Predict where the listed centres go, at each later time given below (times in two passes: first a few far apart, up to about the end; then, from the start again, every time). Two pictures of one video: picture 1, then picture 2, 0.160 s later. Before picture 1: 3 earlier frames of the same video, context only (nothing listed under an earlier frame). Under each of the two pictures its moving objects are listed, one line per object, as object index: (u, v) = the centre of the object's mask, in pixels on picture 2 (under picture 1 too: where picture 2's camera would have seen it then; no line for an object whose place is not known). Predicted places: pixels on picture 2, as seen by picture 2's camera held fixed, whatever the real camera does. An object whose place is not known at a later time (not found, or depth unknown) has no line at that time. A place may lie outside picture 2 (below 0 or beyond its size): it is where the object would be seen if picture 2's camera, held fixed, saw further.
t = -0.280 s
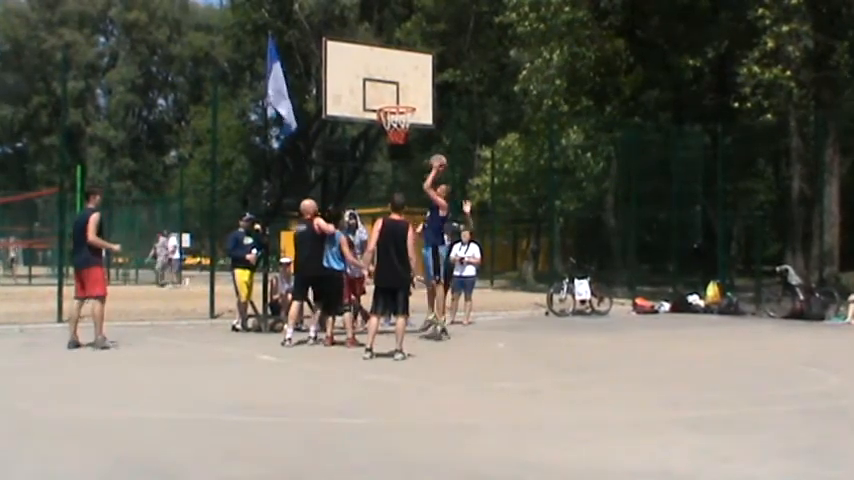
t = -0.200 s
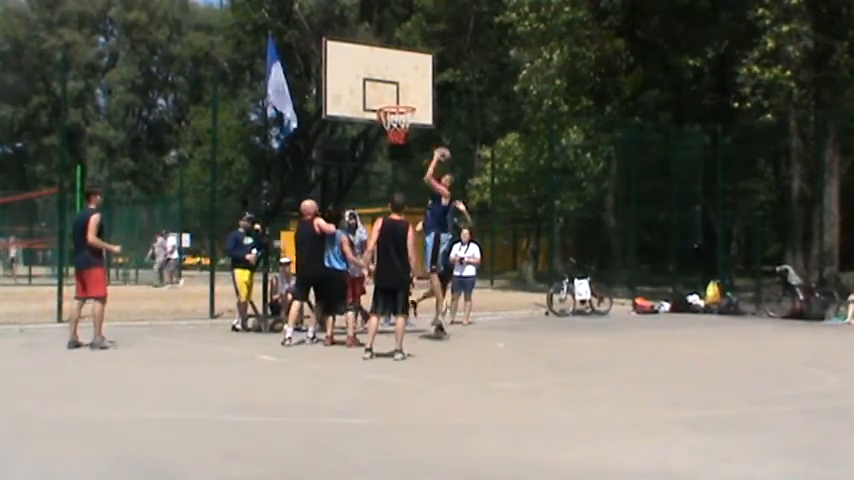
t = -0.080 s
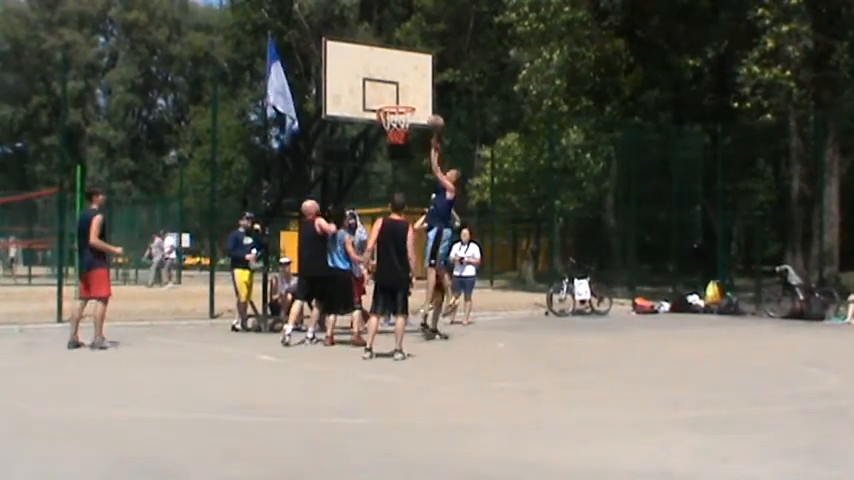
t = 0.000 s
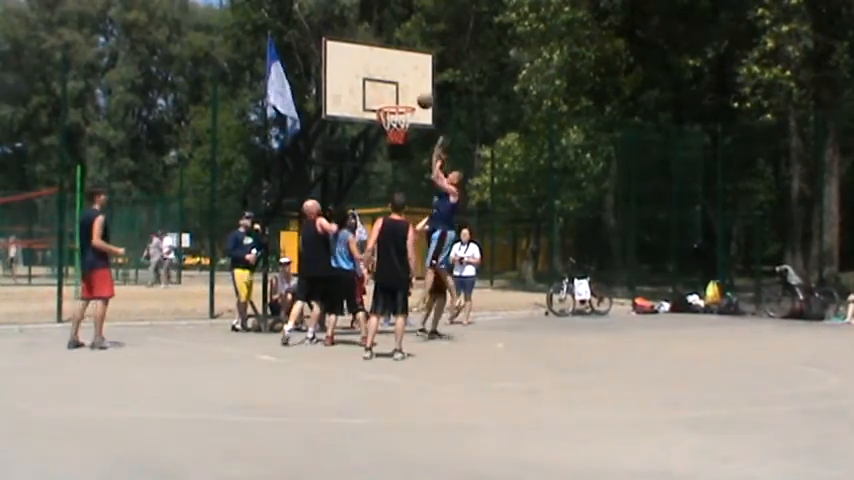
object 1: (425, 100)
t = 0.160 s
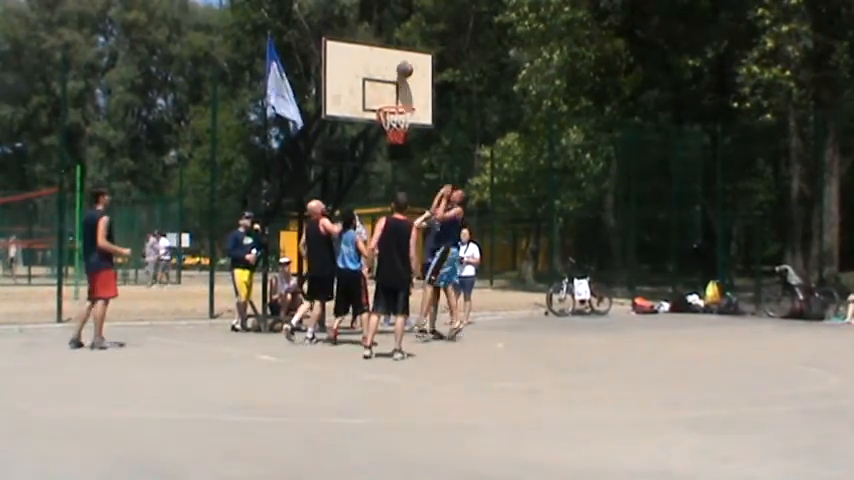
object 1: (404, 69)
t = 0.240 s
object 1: (398, 62)
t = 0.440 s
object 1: (392, 67)
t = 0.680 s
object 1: (393, 97)
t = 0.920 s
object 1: (424, 102)
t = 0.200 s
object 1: (400, 64)
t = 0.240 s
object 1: (398, 62)
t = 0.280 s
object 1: (397, 61)
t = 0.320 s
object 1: (396, 60)
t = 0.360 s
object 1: (395, 62)
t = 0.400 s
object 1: (393, 64)
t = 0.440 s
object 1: (392, 67)
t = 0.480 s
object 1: (391, 71)
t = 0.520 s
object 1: (390, 78)
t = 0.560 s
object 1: (389, 84)
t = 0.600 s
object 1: (388, 93)
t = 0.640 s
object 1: (387, 100)
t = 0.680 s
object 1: (393, 97)
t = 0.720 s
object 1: (398, 95)
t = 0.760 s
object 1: (403, 94)
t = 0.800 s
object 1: (409, 94)
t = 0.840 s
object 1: (413, 96)
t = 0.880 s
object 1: (419, 98)
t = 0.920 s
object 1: (424, 102)
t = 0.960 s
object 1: (428, 107)
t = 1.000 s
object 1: (434, 114)
